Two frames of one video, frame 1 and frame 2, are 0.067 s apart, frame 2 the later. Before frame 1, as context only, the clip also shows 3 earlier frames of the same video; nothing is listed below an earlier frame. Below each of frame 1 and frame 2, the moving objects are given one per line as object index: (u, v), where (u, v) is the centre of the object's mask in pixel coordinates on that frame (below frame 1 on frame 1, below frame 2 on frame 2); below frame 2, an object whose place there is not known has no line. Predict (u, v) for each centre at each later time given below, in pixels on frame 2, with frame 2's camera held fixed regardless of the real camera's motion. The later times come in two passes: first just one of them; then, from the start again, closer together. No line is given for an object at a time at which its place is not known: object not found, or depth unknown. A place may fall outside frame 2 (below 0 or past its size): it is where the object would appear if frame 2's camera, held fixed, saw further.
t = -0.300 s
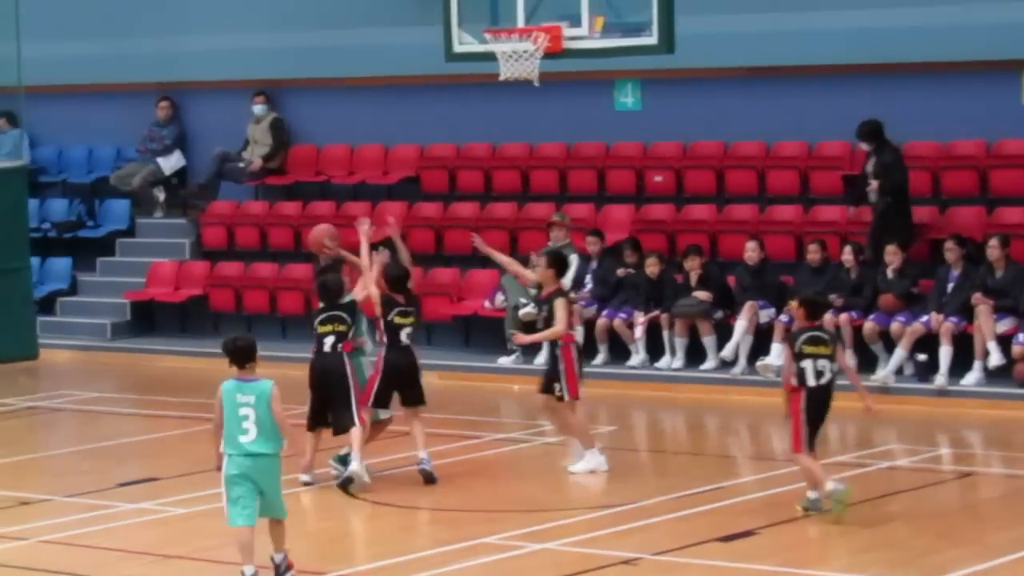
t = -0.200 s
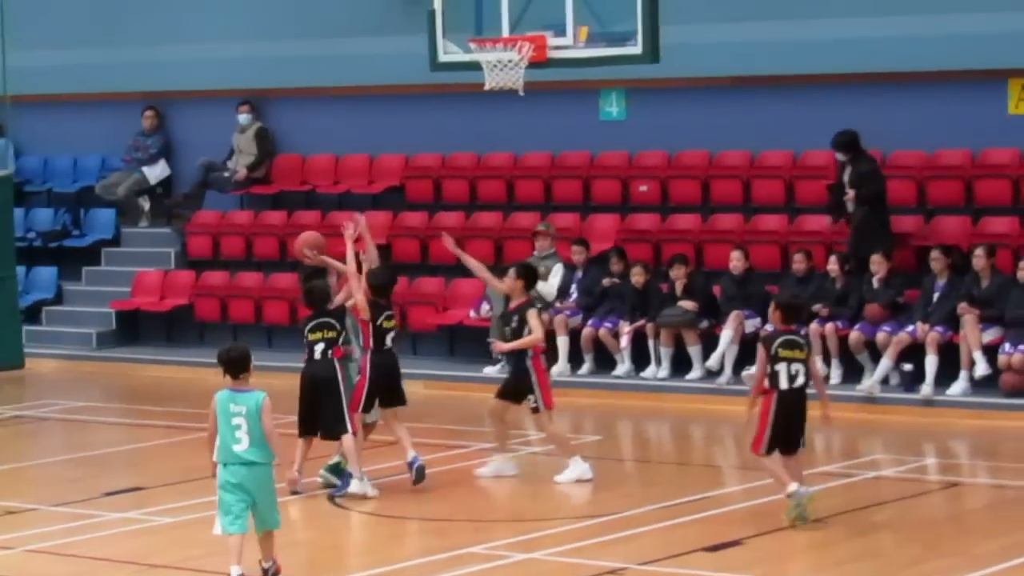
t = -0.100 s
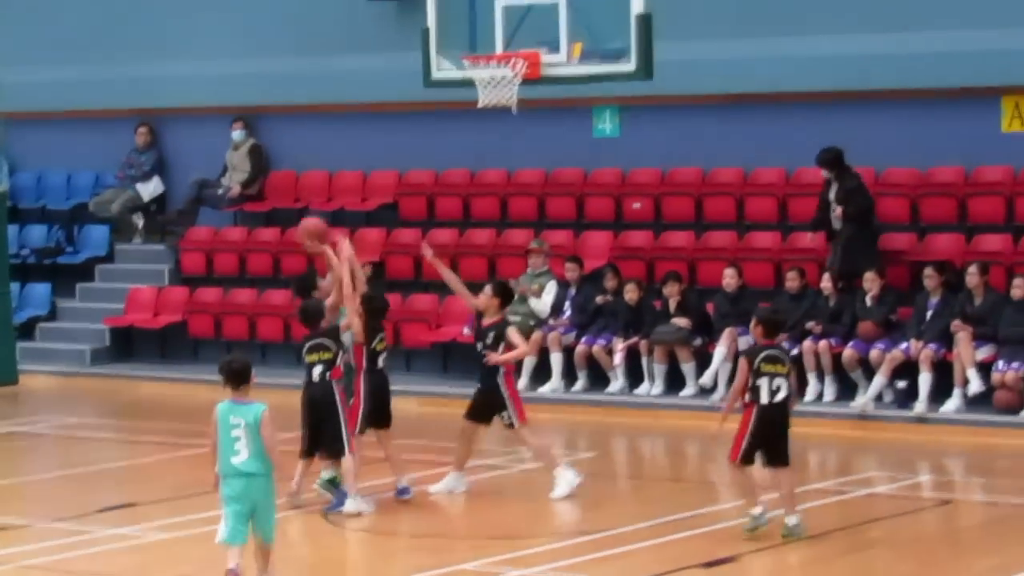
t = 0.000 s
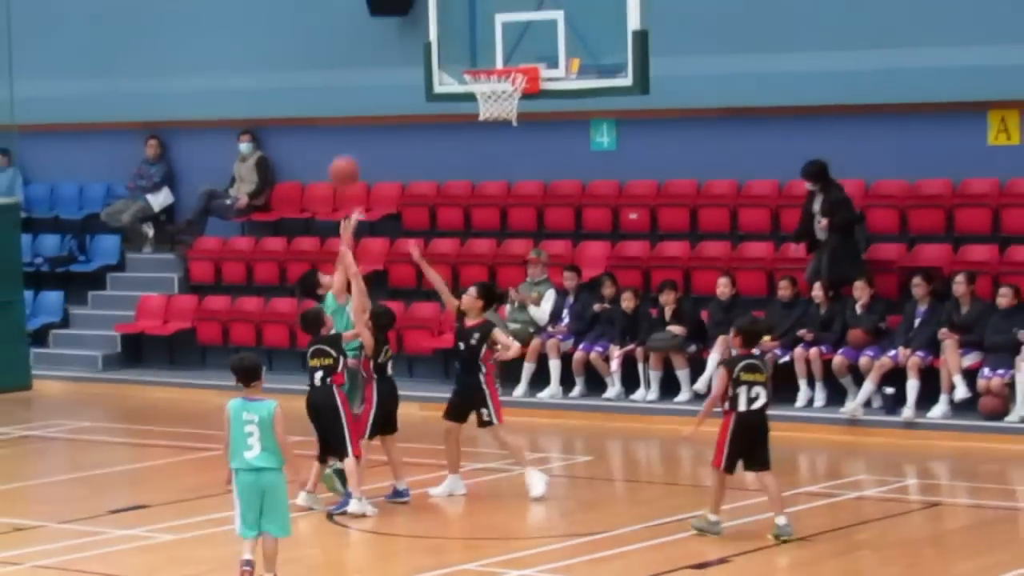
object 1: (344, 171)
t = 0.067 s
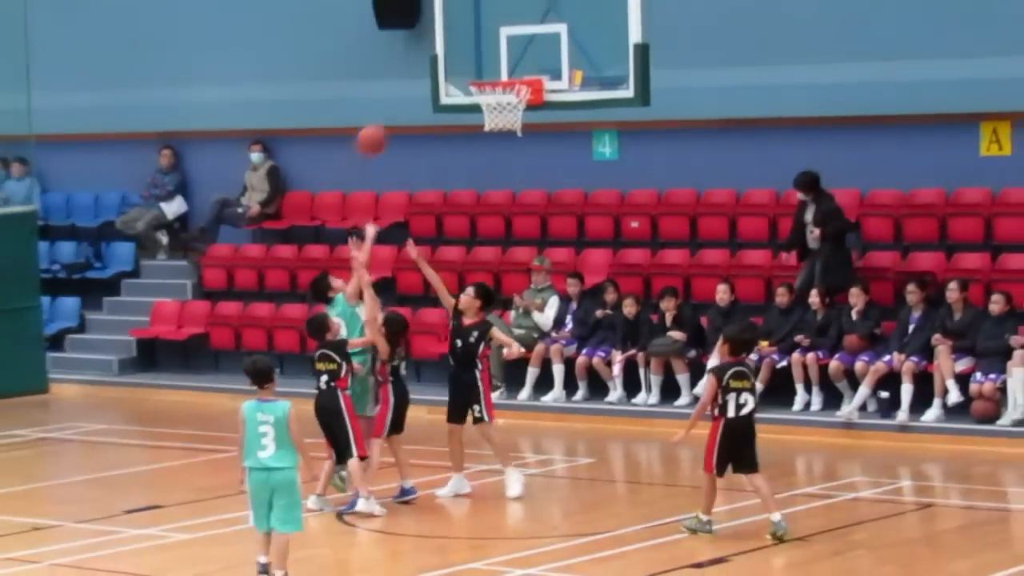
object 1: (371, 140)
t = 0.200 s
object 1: (411, 74)
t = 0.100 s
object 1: (381, 121)
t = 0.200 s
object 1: (411, 74)
